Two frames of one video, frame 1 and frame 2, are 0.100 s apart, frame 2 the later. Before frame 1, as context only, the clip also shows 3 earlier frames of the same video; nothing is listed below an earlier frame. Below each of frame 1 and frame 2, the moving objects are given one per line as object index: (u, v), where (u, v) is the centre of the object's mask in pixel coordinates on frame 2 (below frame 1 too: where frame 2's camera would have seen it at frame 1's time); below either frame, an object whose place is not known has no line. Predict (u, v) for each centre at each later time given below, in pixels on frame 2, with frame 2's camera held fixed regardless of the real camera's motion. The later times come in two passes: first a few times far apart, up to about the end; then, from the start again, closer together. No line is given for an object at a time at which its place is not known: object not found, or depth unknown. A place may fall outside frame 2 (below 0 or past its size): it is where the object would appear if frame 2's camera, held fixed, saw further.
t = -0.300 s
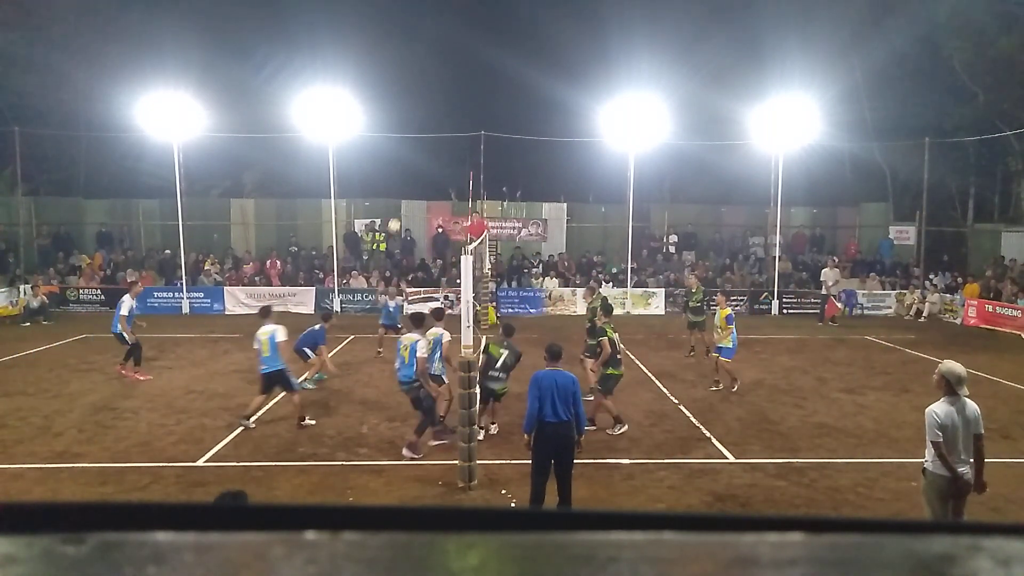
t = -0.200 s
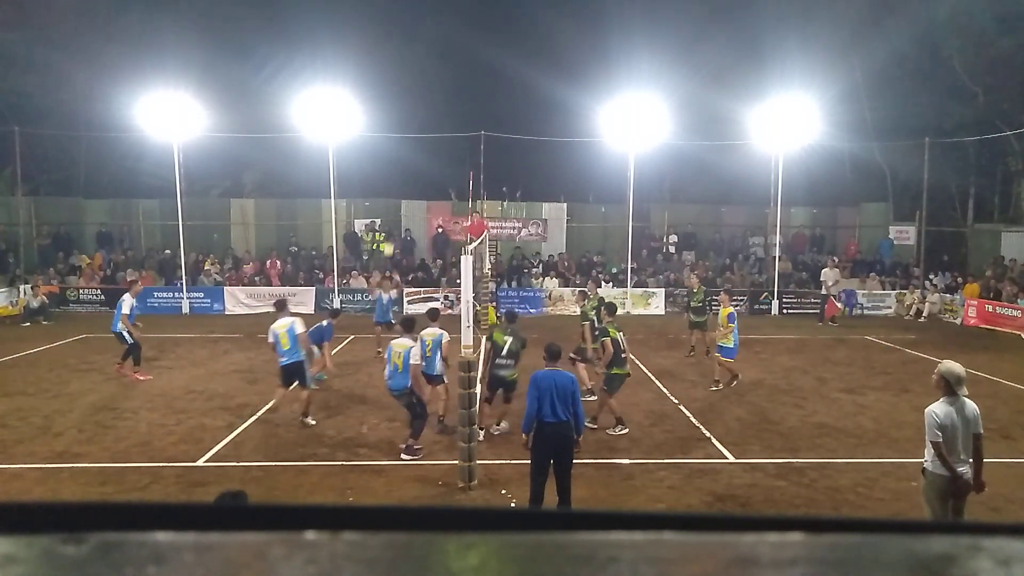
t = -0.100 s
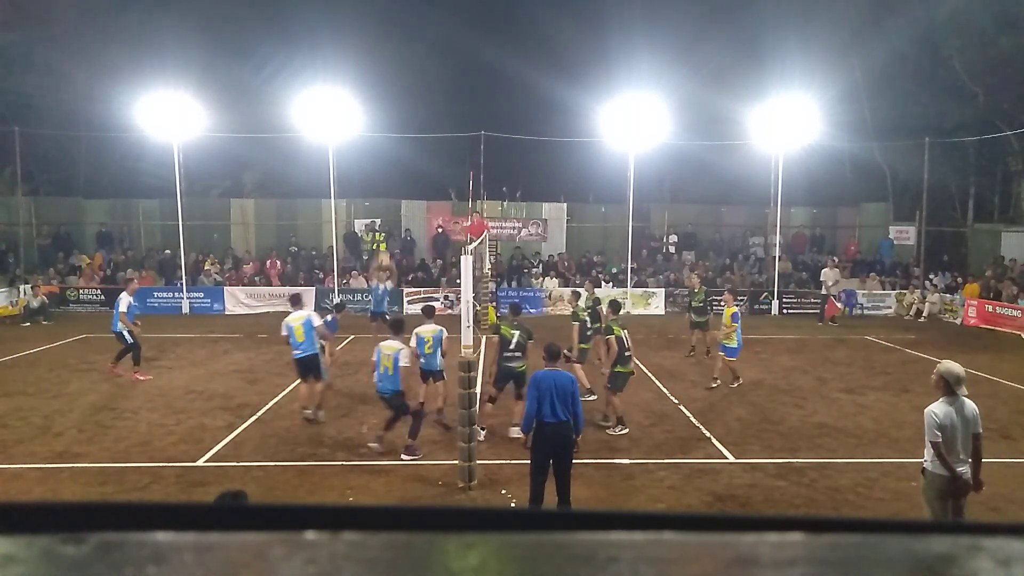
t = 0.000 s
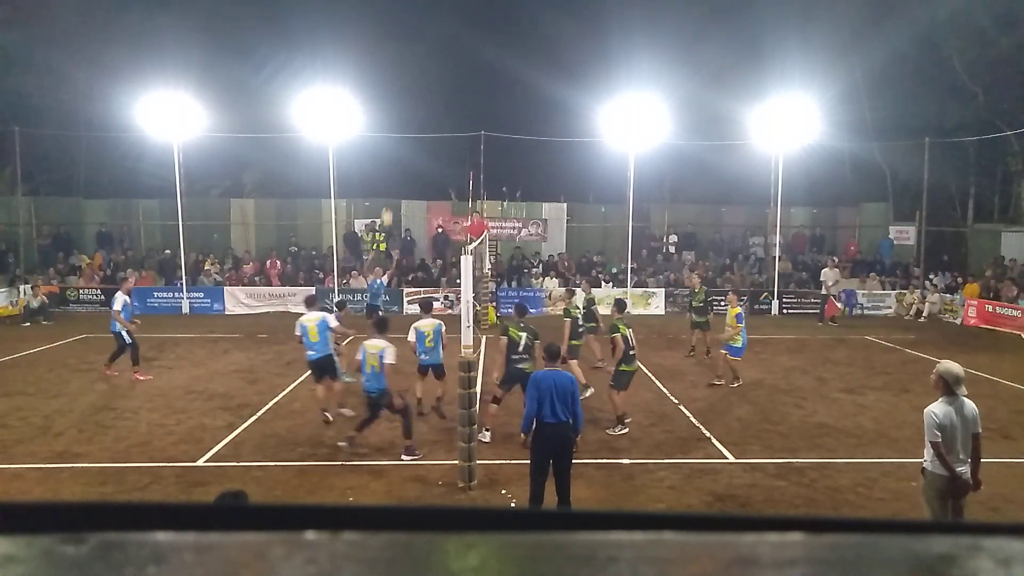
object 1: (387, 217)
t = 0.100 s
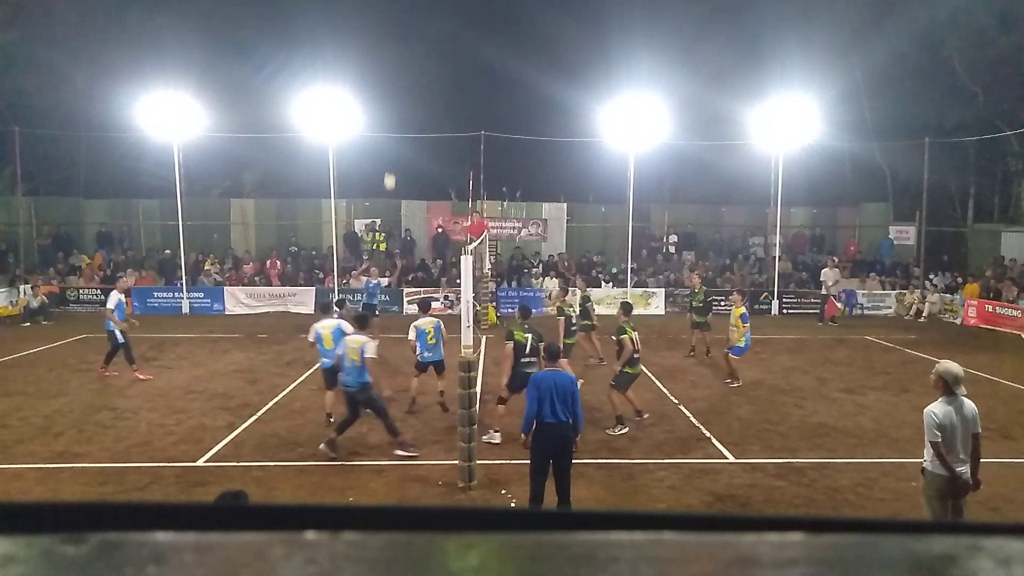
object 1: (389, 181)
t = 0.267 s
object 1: (394, 132)
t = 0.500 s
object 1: (402, 87)
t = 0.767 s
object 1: (411, 72)
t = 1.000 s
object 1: (419, 90)
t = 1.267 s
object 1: (428, 149)
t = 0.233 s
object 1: (394, 141)
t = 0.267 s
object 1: (394, 132)
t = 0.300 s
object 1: (396, 124)
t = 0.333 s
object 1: (397, 116)
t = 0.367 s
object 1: (398, 109)
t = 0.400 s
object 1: (399, 103)
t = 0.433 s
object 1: (400, 97)
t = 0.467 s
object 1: (401, 92)
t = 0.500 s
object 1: (402, 87)
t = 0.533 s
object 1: (403, 83)
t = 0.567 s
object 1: (404, 80)
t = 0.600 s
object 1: (405, 77)
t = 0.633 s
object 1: (406, 75)
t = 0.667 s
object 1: (407, 73)
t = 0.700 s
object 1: (409, 72)
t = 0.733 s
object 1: (410, 72)
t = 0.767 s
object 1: (411, 72)
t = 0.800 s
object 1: (412, 73)
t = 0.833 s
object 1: (413, 74)
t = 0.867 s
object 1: (414, 76)
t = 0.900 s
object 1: (415, 79)
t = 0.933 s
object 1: (417, 82)
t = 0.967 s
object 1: (418, 86)
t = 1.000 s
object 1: (419, 90)
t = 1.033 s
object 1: (420, 95)
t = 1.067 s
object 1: (421, 101)
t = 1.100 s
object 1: (422, 108)
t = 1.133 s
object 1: (423, 115)
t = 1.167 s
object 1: (425, 122)
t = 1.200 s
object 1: (426, 130)
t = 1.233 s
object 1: (427, 140)
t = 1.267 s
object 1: (428, 149)
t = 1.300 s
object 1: (429, 159)
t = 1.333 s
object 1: (430, 169)
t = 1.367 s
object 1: (432, 180)
